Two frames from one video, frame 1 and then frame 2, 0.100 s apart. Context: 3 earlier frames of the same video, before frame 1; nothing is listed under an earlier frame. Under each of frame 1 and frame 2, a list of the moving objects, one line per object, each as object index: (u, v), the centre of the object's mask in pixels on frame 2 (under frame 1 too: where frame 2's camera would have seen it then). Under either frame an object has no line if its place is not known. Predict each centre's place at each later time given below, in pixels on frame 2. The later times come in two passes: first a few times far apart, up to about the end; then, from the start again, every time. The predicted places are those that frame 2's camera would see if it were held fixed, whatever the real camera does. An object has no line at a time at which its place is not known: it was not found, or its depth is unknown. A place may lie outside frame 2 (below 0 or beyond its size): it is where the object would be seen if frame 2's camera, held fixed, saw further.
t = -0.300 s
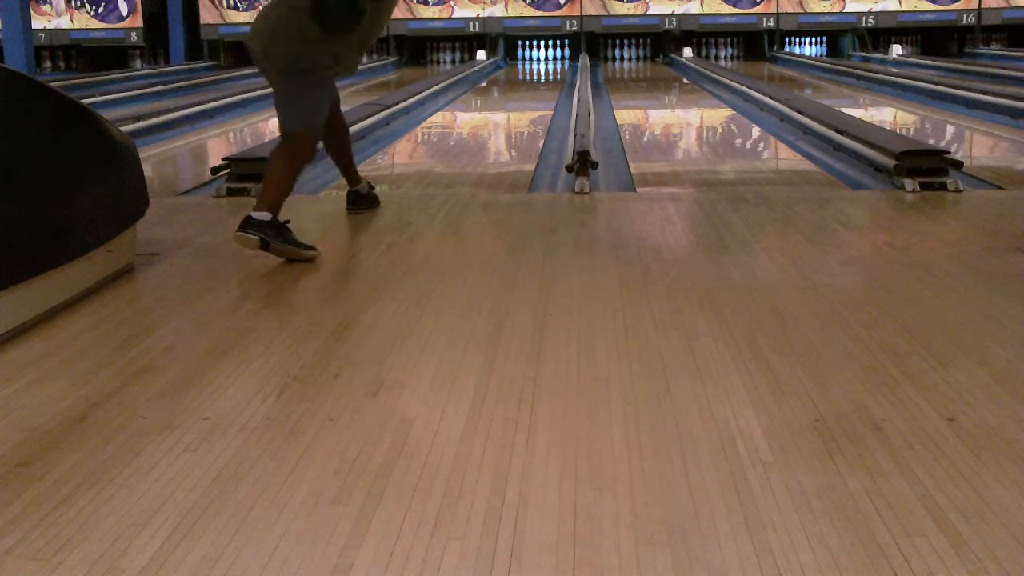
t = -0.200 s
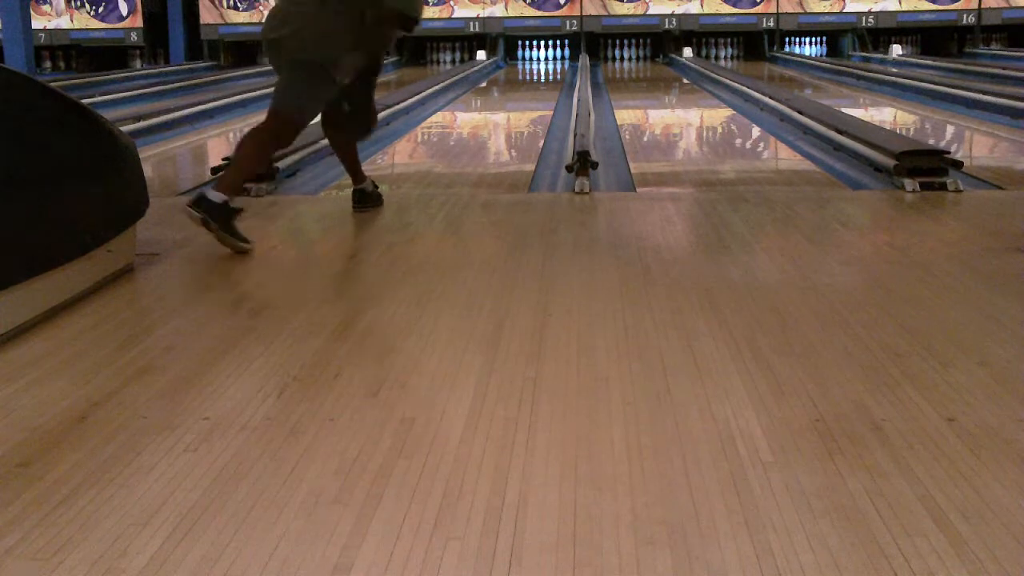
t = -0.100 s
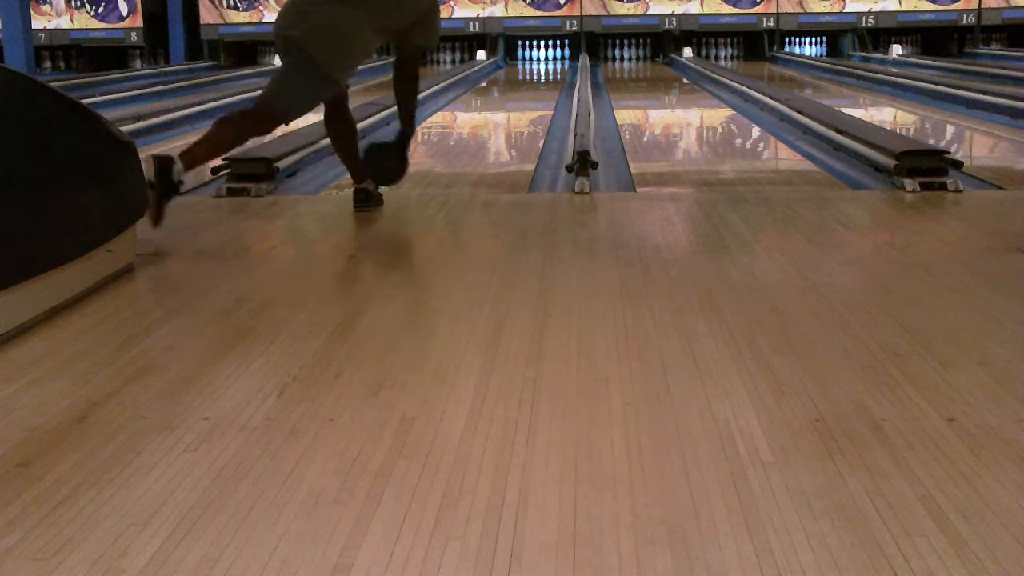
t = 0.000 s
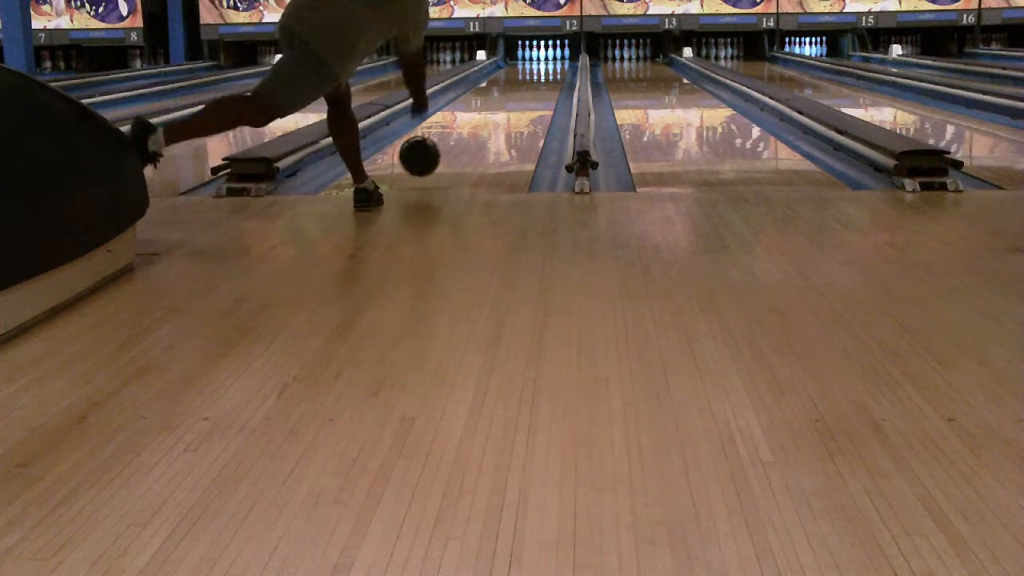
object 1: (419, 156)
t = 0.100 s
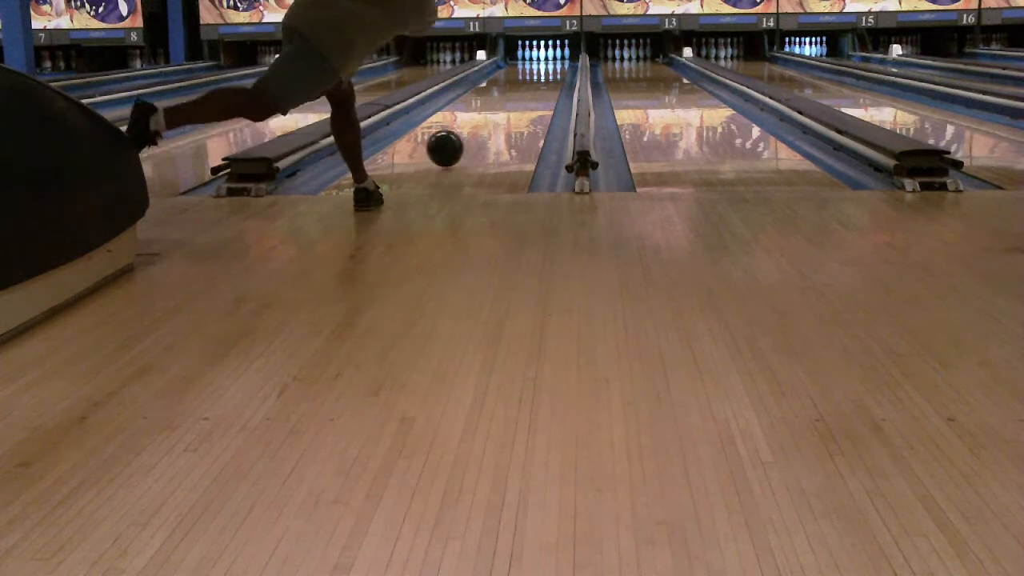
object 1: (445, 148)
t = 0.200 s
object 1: (465, 137)
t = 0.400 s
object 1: (495, 116)
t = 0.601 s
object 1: (516, 102)
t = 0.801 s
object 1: (532, 91)
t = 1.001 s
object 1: (542, 82)
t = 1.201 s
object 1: (550, 75)
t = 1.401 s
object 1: (556, 70)
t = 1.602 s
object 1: (558, 67)
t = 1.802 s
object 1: (558, 63)
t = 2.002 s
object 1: (555, 59)
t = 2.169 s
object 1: (551, 57)
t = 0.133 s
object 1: (452, 144)
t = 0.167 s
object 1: (459, 140)
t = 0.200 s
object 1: (465, 137)
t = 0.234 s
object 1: (471, 133)
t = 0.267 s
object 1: (477, 129)
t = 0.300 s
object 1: (482, 126)
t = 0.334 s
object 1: (486, 122)
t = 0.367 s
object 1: (491, 119)
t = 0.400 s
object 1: (495, 116)
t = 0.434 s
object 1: (499, 113)
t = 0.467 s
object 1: (503, 111)
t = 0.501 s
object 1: (507, 108)
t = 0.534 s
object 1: (510, 106)
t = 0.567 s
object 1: (513, 104)
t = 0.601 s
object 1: (516, 102)
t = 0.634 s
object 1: (519, 100)
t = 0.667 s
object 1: (522, 98)
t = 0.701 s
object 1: (525, 96)
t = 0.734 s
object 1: (527, 95)
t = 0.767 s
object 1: (529, 93)
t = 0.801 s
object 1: (532, 91)
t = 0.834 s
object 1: (533, 90)
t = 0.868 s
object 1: (535, 88)
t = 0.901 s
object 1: (537, 86)
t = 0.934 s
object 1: (539, 84)
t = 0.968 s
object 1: (541, 84)
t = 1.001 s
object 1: (542, 82)
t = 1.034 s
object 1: (544, 81)
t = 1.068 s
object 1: (546, 79)
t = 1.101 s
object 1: (547, 78)
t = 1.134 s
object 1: (548, 77)
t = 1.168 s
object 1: (549, 77)
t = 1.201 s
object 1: (550, 75)
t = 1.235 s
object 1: (552, 74)
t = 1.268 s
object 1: (552, 74)
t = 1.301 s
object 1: (553, 73)
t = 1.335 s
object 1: (554, 72)
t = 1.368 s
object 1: (555, 71)
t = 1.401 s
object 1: (556, 70)
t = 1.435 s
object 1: (557, 69)
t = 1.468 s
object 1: (557, 69)
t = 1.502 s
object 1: (557, 69)
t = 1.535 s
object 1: (558, 68)
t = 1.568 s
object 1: (558, 68)
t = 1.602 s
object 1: (558, 67)
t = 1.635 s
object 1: (559, 66)
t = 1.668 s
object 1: (559, 65)
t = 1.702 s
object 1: (559, 65)
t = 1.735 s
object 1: (559, 64)
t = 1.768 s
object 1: (558, 63)
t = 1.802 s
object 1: (558, 63)
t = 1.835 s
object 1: (559, 63)
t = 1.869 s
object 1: (557, 61)
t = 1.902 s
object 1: (557, 61)
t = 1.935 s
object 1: (557, 60)
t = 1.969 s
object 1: (556, 60)
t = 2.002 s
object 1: (555, 59)
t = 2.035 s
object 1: (554, 59)
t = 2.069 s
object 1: (553, 59)
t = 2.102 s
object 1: (552, 58)
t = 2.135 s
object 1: (551, 58)
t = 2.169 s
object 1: (551, 57)
